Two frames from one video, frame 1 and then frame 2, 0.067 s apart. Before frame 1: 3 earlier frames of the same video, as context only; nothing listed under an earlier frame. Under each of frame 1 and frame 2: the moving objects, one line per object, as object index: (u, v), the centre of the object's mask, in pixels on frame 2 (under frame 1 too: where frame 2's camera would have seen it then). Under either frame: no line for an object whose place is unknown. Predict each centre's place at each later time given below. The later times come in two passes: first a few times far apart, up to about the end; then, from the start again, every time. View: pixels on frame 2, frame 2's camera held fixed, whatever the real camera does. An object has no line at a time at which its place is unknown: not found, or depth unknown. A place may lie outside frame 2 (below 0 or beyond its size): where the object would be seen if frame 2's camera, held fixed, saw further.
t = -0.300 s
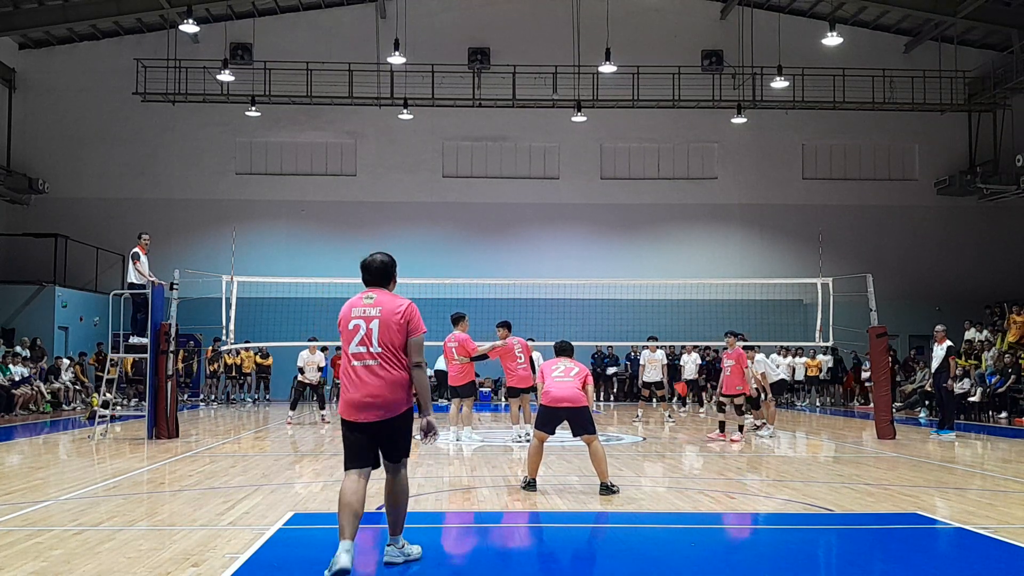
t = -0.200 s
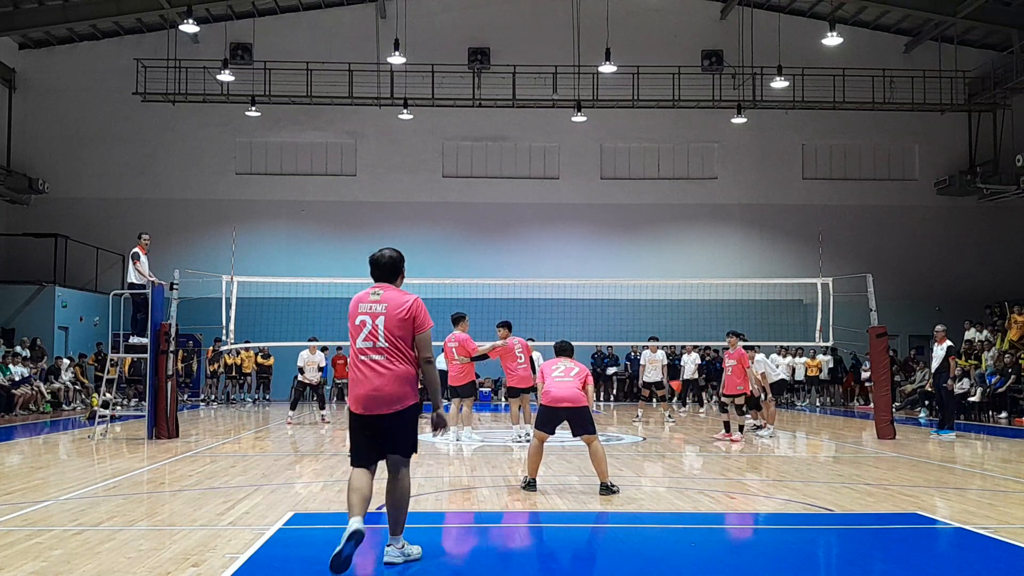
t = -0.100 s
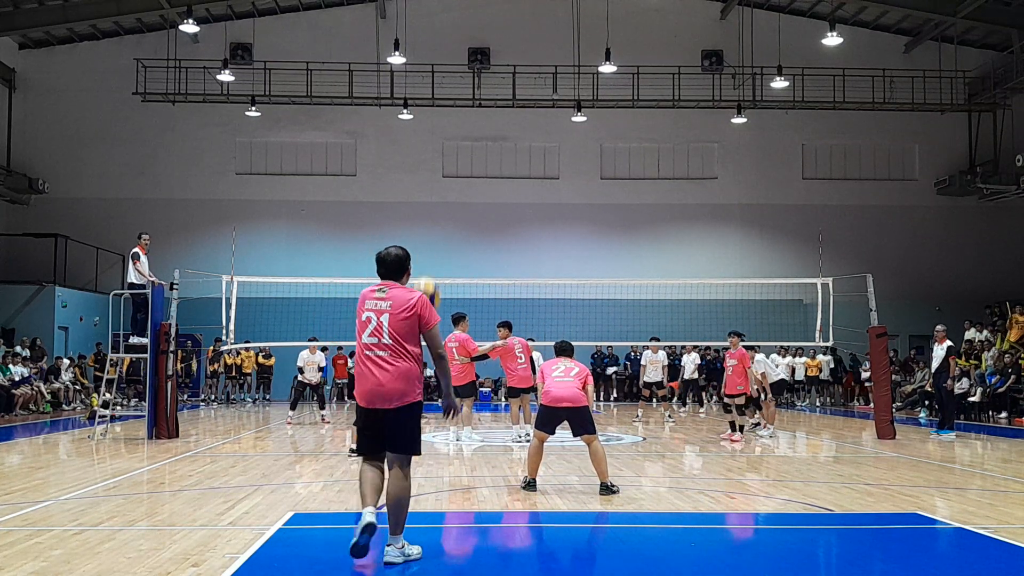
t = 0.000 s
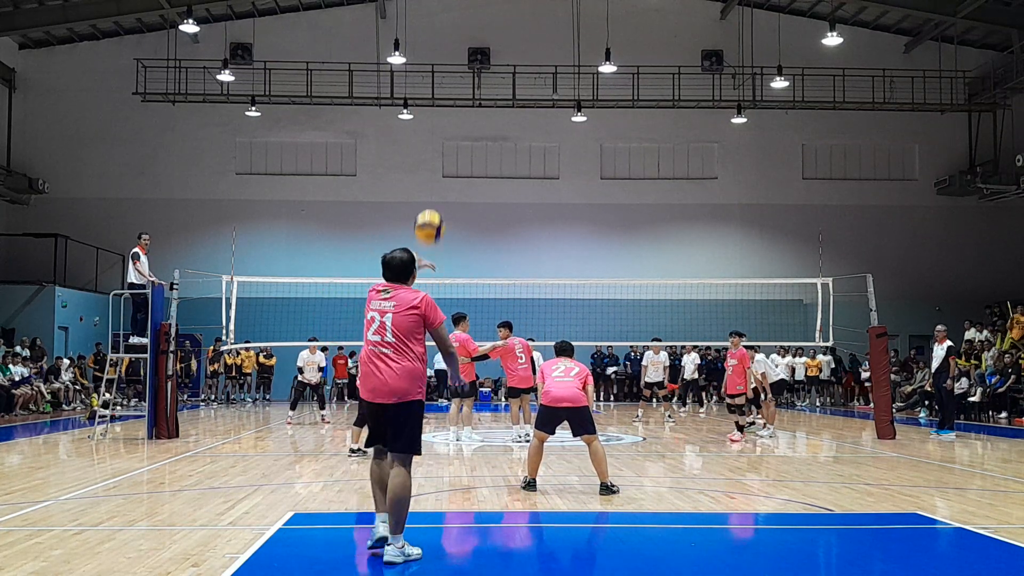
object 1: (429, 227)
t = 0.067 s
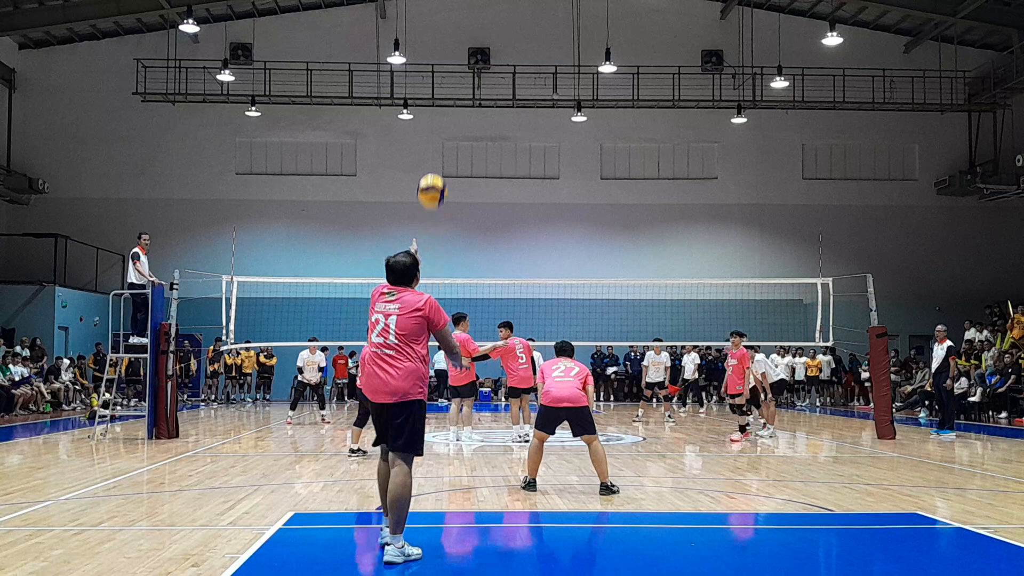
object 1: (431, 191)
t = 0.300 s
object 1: (441, 116)
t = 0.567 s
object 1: (450, 121)
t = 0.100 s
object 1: (433, 175)
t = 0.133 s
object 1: (434, 161)
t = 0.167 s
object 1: (435, 149)
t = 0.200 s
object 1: (437, 139)
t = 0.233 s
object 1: (438, 129)
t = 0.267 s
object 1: (439, 122)
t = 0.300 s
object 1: (441, 116)
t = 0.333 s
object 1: (442, 111)
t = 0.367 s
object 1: (443, 108)
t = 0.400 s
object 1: (444, 107)
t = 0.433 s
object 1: (445, 107)
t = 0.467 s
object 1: (447, 108)
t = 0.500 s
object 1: (448, 111)
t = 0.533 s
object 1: (449, 115)
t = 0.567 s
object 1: (450, 121)
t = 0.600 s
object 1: (451, 128)
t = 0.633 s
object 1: (452, 136)
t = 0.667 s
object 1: (453, 146)
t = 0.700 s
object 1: (454, 157)
